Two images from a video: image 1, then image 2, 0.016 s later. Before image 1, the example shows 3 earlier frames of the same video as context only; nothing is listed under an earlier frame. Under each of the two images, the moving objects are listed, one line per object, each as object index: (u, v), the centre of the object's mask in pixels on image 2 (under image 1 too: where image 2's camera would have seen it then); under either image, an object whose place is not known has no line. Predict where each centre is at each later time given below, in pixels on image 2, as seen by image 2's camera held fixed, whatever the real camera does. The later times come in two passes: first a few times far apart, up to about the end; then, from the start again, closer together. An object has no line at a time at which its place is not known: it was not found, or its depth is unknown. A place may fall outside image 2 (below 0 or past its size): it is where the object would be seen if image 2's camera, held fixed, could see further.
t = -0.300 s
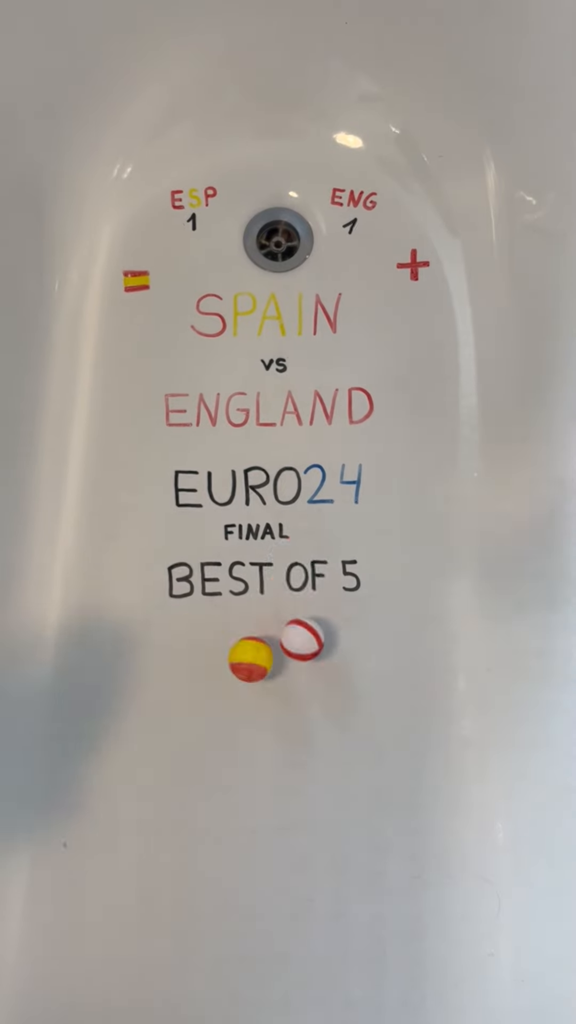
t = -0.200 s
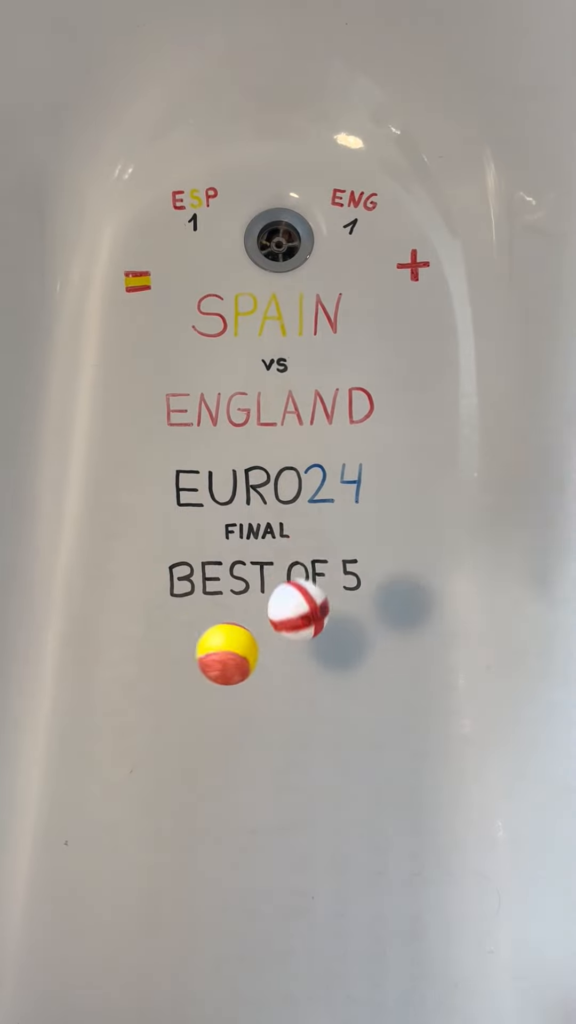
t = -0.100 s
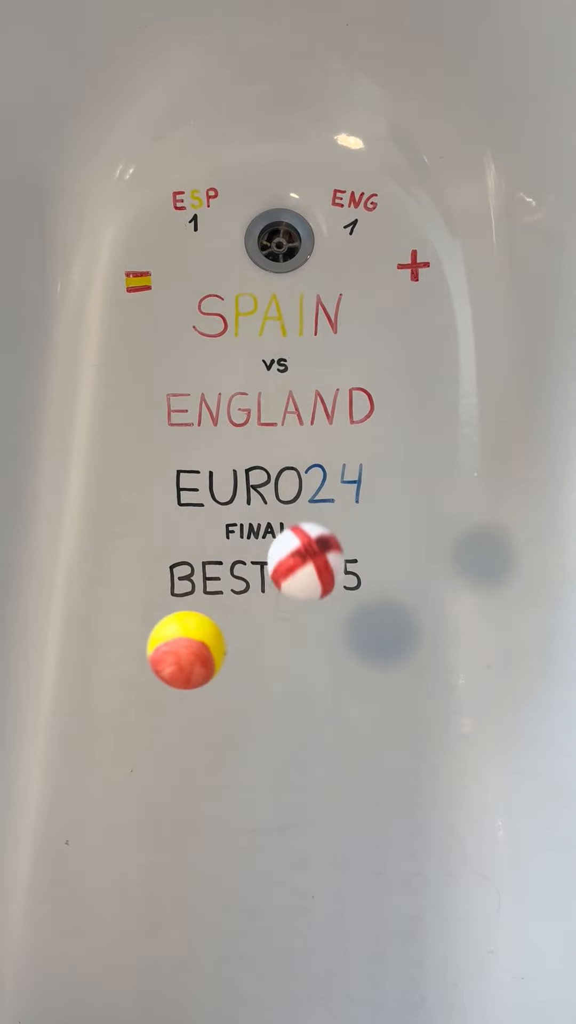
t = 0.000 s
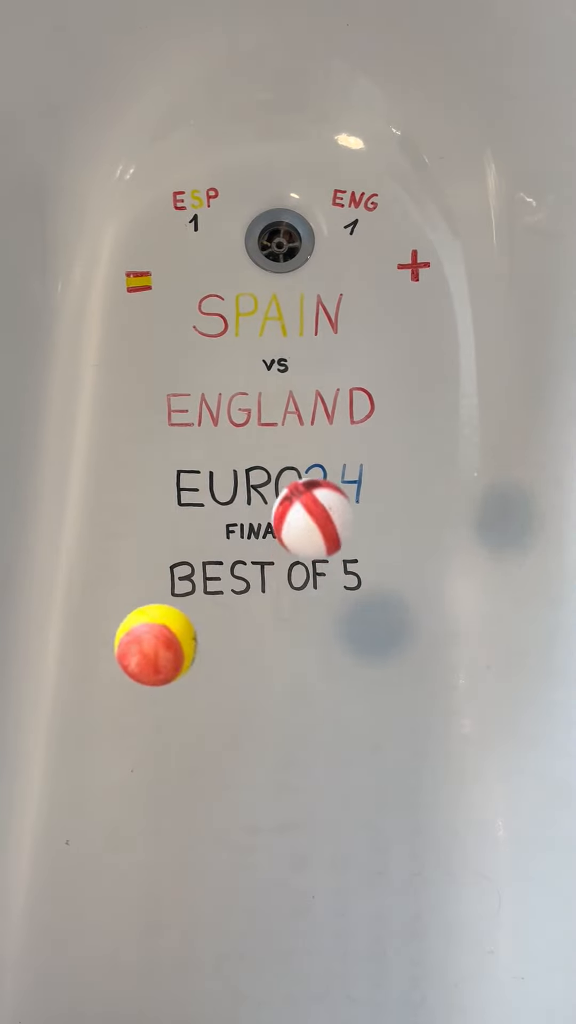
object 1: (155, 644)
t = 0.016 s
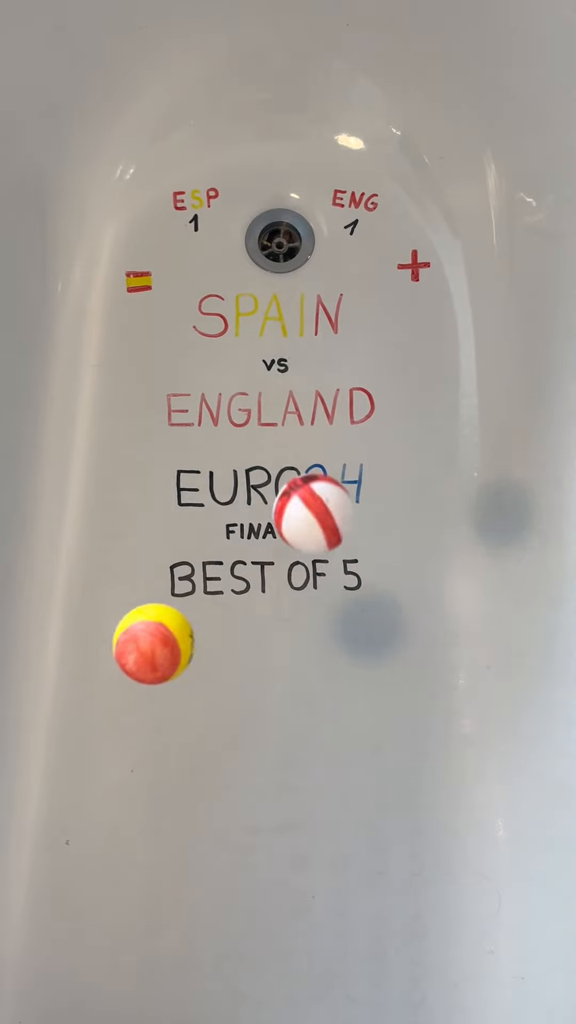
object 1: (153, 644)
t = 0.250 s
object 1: (181, 635)
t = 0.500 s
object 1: (182, 581)
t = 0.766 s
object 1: (266, 565)
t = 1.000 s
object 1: (292, 474)
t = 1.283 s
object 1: (315, 448)
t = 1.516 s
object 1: (312, 346)
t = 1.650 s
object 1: (304, 370)
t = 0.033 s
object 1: (151, 642)
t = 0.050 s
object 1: (151, 641)
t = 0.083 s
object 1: (152, 640)
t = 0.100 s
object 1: (153, 639)
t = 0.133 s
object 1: (158, 637)
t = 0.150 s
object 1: (161, 637)
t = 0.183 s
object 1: (167, 636)
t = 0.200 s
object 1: (171, 636)
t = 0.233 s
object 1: (178, 636)
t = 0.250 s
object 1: (181, 635)
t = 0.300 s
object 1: (180, 631)
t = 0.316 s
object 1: (178, 627)
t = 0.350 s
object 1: (174, 620)
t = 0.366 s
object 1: (172, 616)
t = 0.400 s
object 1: (171, 607)
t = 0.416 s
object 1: (171, 602)
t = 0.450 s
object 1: (174, 593)
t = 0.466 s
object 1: (175, 589)
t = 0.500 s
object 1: (182, 581)
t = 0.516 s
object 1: (186, 577)
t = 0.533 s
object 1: (191, 573)
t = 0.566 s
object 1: (201, 567)
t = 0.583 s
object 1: (207, 565)
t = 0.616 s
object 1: (219, 561)
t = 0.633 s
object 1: (225, 560)
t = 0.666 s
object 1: (237, 559)
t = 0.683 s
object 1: (243, 560)
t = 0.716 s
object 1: (253, 561)
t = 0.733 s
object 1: (258, 562)
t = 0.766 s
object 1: (266, 565)
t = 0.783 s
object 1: (269, 565)
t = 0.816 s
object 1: (272, 551)
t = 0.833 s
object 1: (273, 544)
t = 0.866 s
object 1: (276, 528)
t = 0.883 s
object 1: (278, 520)
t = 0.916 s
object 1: (282, 505)
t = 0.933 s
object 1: (284, 498)
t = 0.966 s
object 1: (288, 485)
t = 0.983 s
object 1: (290, 479)
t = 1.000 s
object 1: (292, 474)
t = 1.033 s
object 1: (297, 466)
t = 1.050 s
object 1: (299, 464)
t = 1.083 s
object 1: (303, 460)
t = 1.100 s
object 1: (305, 460)
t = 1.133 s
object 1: (308, 461)
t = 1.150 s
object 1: (310, 463)
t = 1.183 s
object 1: (312, 468)
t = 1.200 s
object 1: (313, 470)
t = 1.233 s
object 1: (314, 478)
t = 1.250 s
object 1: (314, 470)
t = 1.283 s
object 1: (315, 448)
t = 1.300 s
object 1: (316, 437)
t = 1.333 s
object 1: (317, 414)
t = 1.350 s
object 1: (317, 404)
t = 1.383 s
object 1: (317, 384)
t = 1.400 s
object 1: (317, 375)
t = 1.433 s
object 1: (316, 361)
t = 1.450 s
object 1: (315, 356)
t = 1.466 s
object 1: (314, 352)
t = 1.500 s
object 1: (313, 347)
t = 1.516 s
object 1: (312, 346)
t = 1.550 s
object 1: (310, 348)
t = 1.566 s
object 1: (309, 351)
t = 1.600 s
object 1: (307, 359)
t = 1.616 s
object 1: (306, 364)
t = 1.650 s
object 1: (304, 370)
